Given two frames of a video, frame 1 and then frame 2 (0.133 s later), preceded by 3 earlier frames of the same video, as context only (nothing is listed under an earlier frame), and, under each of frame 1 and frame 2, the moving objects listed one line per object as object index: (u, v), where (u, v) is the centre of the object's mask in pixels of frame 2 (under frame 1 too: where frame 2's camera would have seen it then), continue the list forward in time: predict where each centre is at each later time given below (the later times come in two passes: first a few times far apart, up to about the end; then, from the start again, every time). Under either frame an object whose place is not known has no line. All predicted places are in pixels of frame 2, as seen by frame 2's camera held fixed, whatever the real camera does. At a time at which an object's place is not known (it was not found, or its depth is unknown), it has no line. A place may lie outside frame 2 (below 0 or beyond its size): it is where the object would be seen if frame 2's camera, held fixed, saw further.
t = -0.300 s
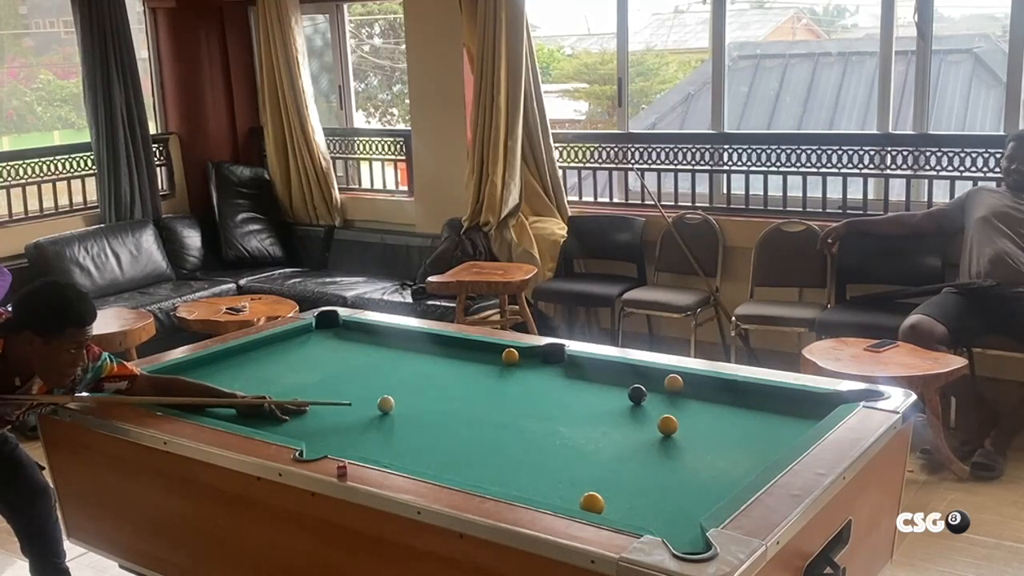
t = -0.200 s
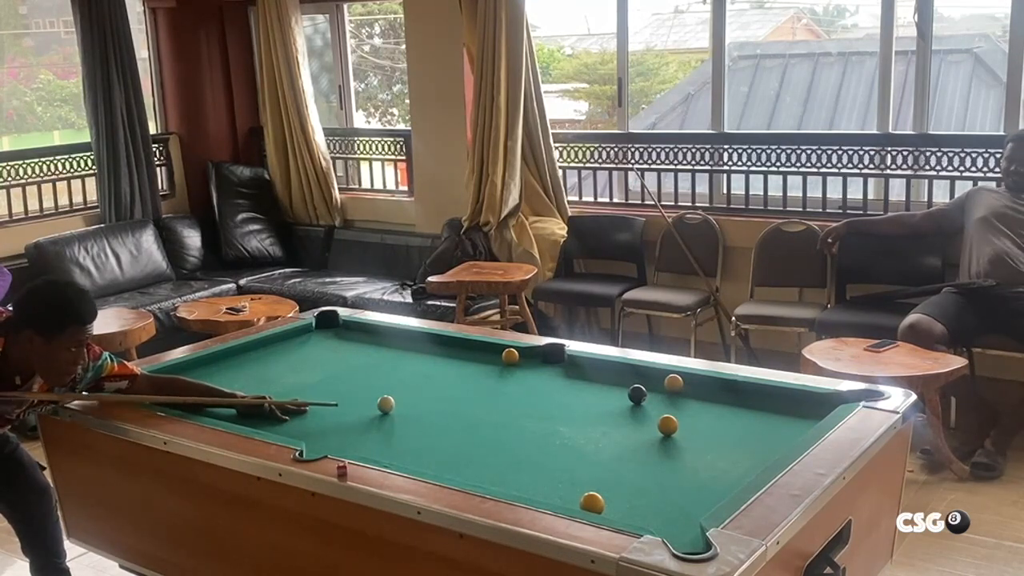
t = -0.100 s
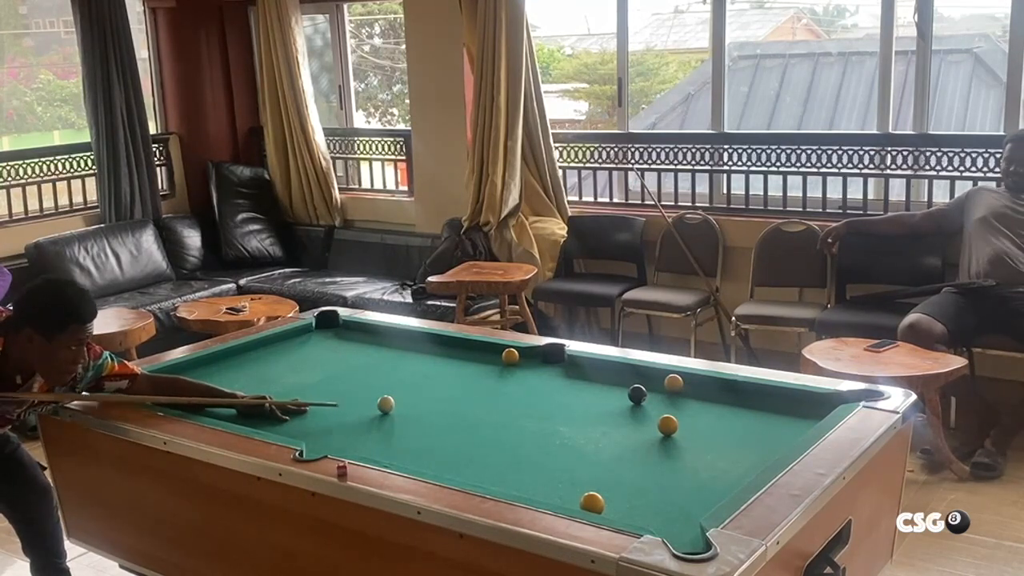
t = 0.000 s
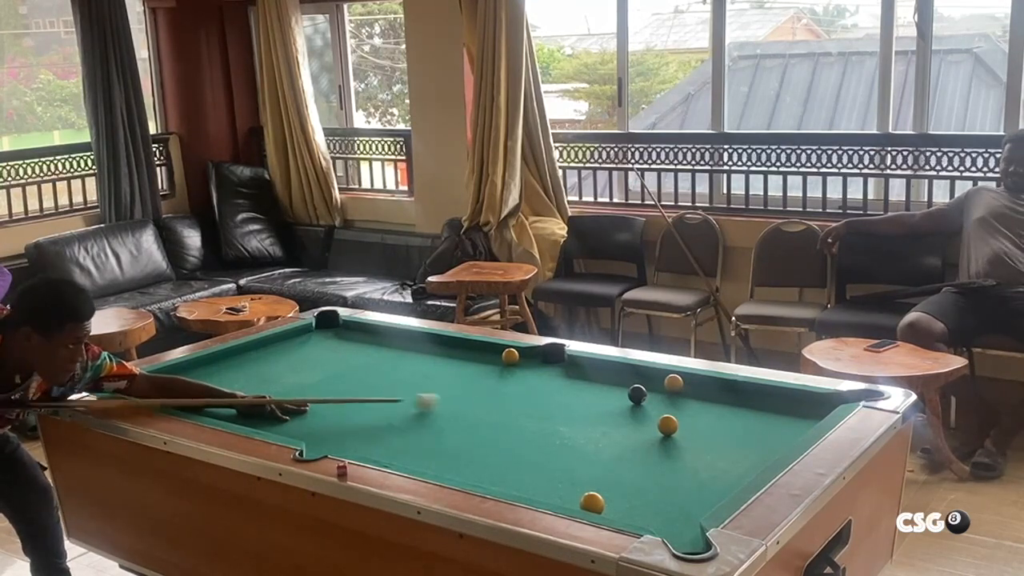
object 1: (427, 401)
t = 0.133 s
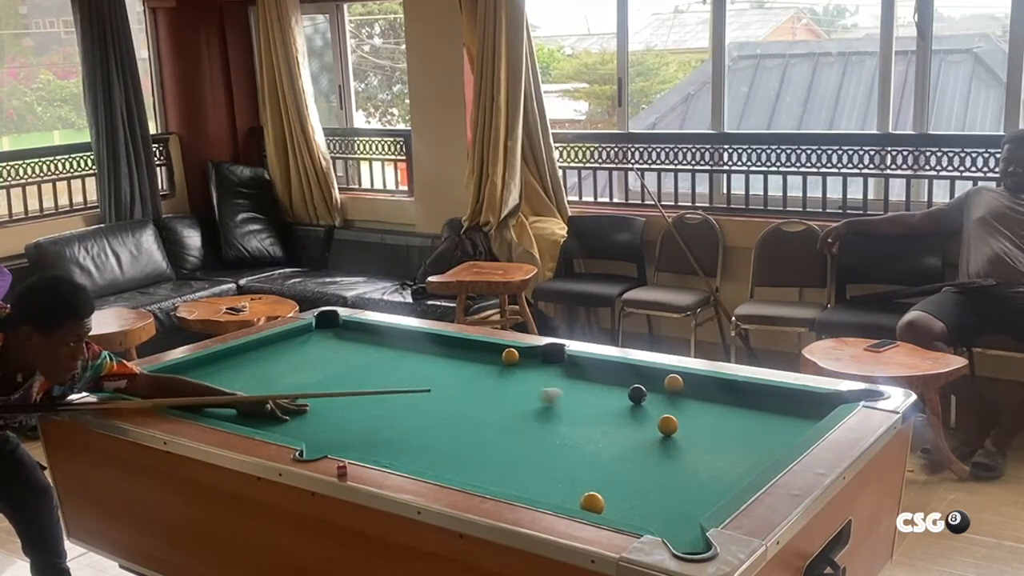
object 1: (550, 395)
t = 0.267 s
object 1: (621, 390)
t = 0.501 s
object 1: (657, 375)
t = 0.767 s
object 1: (641, 390)
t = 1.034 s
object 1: (623, 406)
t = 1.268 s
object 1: (606, 419)
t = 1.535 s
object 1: (586, 435)
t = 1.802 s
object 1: (565, 450)
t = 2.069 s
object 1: (545, 466)
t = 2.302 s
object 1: (525, 480)
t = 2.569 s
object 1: (509, 486)
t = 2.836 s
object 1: (525, 483)
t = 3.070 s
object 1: (536, 476)
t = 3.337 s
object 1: (545, 471)
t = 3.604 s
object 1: (551, 466)
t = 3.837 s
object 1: (554, 464)
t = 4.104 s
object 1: (554, 462)
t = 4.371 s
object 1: (554, 462)
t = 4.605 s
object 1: (554, 462)
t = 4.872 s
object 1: (554, 462)
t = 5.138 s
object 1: (554, 462)
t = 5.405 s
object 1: (554, 462)
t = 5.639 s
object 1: (554, 462)
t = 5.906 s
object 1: (554, 462)
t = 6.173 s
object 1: (554, 462)
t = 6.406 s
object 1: (554, 462)
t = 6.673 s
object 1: (554, 462)
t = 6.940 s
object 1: (554, 462)
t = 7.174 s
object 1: (554, 462)
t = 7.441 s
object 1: (554, 462)
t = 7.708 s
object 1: (554, 462)
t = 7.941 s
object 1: (554, 462)
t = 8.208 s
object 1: (554, 462)
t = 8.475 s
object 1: (554, 462)
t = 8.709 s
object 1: (554, 462)
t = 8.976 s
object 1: (554, 462)
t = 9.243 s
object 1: (554, 462)
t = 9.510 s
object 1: (554, 462)
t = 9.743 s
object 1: (554, 462)
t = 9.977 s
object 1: (554, 462)
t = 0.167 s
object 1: (578, 394)
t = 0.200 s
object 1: (604, 393)
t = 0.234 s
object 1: (619, 393)
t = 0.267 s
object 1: (621, 390)
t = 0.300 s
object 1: (624, 387)
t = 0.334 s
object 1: (628, 385)
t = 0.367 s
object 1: (634, 383)
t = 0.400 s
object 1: (641, 381)
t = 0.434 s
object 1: (647, 379)
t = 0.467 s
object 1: (653, 376)
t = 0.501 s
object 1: (657, 375)
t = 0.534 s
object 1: (656, 376)
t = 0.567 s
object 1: (654, 378)
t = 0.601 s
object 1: (652, 381)
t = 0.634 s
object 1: (650, 383)
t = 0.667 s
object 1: (647, 384)
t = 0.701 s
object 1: (645, 386)
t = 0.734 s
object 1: (643, 388)
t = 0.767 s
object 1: (641, 390)
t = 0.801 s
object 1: (638, 392)
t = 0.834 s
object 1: (636, 394)
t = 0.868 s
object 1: (634, 396)
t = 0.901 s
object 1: (632, 398)
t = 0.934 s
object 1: (629, 400)
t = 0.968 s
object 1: (627, 402)
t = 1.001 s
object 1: (625, 404)
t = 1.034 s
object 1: (623, 406)
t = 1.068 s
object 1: (620, 408)
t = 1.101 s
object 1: (618, 410)
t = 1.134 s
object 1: (616, 412)
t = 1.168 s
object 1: (613, 414)
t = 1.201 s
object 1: (611, 415)
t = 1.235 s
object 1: (608, 417)
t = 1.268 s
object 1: (606, 419)
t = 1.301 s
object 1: (604, 421)
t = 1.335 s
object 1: (601, 423)
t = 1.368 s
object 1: (598, 425)
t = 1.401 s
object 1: (596, 427)
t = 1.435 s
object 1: (593, 429)
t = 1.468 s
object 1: (591, 431)
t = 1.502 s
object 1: (589, 433)
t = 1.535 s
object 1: (586, 435)
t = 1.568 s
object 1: (583, 437)
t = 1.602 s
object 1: (581, 438)
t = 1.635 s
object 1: (578, 441)
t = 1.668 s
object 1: (576, 443)
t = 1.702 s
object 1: (573, 445)
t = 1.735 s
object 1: (571, 447)
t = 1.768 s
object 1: (568, 448)
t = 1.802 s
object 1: (565, 450)
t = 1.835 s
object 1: (563, 453)
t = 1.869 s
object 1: (560, 454)
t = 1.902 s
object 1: (558, 456)
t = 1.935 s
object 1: (555, 458)
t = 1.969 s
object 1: (552, 460)
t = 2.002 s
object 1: (550, 462)
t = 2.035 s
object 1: (547, 464)
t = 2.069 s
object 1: (545, 466)
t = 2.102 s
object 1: (542, 468)
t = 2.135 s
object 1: (539, 470)
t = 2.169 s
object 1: (536, 472)
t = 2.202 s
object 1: (533, 474)
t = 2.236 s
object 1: (531, 476)
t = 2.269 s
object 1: (528, 478)
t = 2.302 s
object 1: (525, 480)
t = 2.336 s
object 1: (523, 482)
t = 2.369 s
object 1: (520, 483)
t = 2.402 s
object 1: (517, 484)
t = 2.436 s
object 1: (515, 485)
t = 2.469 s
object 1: (512, 485)
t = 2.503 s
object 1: (509, 486)
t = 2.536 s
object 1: (507, 487)
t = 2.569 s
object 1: (509, 486)
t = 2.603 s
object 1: (511, 486)
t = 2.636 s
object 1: (514, 485)
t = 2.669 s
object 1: (515, 485)
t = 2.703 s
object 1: (517, 485)
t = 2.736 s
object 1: (519, 485)
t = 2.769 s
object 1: (521, 484)
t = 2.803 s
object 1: (523, 483)
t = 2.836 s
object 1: (525, 483)
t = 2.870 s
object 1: (526, 482)
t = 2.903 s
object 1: (528, 482)
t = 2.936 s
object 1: (530, 481)
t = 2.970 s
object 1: (531, 480)
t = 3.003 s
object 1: (533, 478)
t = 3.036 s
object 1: (534, 478)
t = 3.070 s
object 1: (536, 476)
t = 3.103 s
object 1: (537, 476)
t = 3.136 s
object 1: (538, 475)
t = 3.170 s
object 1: (539, 474)
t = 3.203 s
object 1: (540, 473)
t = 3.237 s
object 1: (542, 473)
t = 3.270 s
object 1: (543, 472)
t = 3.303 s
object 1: (544, 471)
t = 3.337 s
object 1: (545, 471)
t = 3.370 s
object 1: (546, 470)
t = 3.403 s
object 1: (547, 469)
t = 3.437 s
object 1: (547, 469)
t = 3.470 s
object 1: (548, 468)
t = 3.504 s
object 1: (549, 468)
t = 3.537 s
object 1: (550, 467)
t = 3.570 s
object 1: (551, 467)
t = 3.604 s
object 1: (551, 466)
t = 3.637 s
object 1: (552, 466)
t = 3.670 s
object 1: (552, 465)
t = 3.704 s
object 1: (552, 465)
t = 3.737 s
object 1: (553, 465)
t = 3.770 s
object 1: (553, 464)
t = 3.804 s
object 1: (553, 464)
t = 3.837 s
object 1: (554, 464)
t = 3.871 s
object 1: (554, 463)
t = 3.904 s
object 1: (554, 463)
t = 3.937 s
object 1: (555, 463)
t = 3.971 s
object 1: (555, 462)
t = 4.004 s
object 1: (555, 462)
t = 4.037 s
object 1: (555, 462)
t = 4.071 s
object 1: (554, 462)
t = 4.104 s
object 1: (554, 462)
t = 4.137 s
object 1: (555, 462)
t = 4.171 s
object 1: (554, 461)
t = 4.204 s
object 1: (554, 461)
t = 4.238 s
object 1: (554, 461)
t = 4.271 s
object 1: (554, 461)
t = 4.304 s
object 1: (554, 462)
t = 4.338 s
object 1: (554, 462)
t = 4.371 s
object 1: (554, 462)
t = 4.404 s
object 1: (554, 462)
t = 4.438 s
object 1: (554, 462)
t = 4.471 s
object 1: (554, 462)
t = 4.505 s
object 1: (554, 462)
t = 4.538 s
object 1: (554, 462)
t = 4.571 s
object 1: (554, 462)
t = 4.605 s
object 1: (554, 462)
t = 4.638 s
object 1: (554, 462)
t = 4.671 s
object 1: (554, 462)
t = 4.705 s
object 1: (554, 462)
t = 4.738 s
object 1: (554, 462)
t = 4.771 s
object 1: (554, 462)
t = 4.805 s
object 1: (554, 462)
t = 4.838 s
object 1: (554, 462)
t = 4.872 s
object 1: (554, 462)
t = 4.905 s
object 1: (554, 462)
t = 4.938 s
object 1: (554, 462)
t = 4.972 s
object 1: (554, 462)
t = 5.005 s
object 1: (554, 462)
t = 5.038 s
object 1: (554, 462)
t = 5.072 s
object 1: (554, 462)
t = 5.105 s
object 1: (554, 462)
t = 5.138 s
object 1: (554, 462)
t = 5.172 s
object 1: (554, 462)
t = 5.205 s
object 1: (554, 462)
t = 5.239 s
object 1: (554, 462)
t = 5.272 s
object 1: (554, 462)
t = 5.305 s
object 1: (554, 462)
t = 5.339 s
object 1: (554, 462)
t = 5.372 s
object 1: (554, 462)
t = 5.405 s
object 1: (554, 462)
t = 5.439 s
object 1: (554, 462)
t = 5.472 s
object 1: (554, 462)
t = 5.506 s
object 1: (554, 462)
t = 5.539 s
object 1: (554, 462)
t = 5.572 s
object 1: (554, 462)
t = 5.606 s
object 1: (554, 462)
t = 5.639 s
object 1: (554, 462)
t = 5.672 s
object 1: (554, 462)
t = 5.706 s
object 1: (554, 462)
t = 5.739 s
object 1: (554, 462)
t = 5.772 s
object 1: (554, 462)
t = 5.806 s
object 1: (554, 462)
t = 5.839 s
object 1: (554, 462)
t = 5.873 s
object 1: (554, 462)
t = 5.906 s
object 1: (554, 462)
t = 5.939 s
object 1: (554, 462)
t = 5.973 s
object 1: (554, 462)
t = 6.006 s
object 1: (554, 462)
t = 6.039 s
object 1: (554, 462)
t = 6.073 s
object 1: (554, 462)
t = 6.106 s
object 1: (554, 462)
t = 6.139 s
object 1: (554, 462)
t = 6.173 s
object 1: (554, 462)
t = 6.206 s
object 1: (554, 462)
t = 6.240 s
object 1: (554, 462)
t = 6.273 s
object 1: (554, 462)
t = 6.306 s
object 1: (554, 462)
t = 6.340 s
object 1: (554, 462)
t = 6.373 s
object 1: (554, 462)
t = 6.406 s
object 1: (554, 462)
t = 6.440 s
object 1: (554, 462)
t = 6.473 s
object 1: (554, 462)
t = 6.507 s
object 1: (554, 462)
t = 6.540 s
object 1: (554, 462)
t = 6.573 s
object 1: (554, 462)
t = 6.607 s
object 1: (554, 462)
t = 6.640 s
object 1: (554, 462)
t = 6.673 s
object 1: (554, 462)
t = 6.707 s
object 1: (554, 462)
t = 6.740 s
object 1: (554, 462)
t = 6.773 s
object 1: (554, 462)
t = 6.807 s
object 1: (554, 462)
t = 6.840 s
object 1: (554, 462)
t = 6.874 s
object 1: (554, 462)
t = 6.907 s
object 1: (554, 462)
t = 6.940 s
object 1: (554, 462)
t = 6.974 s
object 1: (554, 462)
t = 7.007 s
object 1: (554, 462)
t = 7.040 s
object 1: (554, 462)
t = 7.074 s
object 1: (554, 462)
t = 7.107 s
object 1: (554, 462)
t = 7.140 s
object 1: (554, 462)
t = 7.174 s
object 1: (554, 462)
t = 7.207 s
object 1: (554, 462)
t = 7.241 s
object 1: (554, 462)
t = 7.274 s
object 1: (554, 462)
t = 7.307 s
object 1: (554, 462)
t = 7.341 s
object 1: (554, 462)
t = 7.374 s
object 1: (554, 462)
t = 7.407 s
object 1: (554, 462)
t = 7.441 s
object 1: (554, 462)
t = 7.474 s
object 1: (554, 462)
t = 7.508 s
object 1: (554, 462)
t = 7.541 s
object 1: (554, 462)
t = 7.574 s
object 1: (554, 462)
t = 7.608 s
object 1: (554, 462)
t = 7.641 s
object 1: (554, 462)
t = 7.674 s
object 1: (554, 462)
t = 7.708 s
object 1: (554, 462)
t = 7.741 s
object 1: (554, 462)
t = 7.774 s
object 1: (554, 462)
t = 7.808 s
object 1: (554, 462)
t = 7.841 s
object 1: (554, 462)
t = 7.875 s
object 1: (554, 462)
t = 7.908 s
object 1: (554, 462)
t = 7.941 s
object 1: (554, 462)
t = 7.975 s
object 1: (554, 462)
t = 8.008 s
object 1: (554, 462)
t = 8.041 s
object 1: (554, 462)
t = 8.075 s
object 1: (554, 462)
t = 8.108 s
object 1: (554, 462)
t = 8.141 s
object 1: (554, 462)
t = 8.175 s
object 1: (554, 462)
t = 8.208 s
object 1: (554, 462)
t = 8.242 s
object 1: (554, 462)
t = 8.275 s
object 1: (554, 462)
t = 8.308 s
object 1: (554, 462)
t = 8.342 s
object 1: (554, 462)
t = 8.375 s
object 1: (554, 462)
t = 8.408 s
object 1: (554, 462)
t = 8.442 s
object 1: (554, 462)
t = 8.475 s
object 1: (554, 462)
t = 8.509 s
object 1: (554, 462)
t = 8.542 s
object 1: (554, 462)
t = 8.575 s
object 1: (554, 462)
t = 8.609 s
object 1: (554, 462)
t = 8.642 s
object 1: (554, 462)
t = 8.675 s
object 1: (554, 462)
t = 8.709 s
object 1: (554, 462)
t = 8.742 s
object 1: (554, 462)
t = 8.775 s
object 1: (554, 462)
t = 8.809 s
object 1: (554, 462)
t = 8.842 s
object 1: (554, 462)
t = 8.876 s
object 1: (554, 462)
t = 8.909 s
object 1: (554, 462)
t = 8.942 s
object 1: (554, 462)
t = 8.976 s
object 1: (554, 462)
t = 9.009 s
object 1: (554, 462)
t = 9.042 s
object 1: (554, 462)
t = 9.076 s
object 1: (554, 462)
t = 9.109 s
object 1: (554, 462)
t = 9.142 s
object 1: (554, 462)
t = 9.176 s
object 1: (554, 462)
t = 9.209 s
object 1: (554, 462)
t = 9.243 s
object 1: (554, 462)
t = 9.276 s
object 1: (554, 462)
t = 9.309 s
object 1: (554, 462)
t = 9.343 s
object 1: (554, 462)
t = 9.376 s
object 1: (554, 462)
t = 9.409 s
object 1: (554, 462)
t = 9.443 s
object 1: (554, 462)
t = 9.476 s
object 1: (554, 462)
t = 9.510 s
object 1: (554, 462)
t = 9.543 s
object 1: (554, 462)
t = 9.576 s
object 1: (554, 462)
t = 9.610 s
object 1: (554, 462)
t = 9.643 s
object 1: (554, 462)
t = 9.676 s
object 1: (554, 462)
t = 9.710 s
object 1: (554, 462)
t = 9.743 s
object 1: (554, 462)
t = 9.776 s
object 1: (554, 462)
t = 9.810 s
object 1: (554, 462)
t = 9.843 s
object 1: (554, 462)
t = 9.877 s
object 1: (554, 462)
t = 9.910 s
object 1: (554, 462)
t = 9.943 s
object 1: (554, 462)
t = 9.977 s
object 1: (554, 462)
